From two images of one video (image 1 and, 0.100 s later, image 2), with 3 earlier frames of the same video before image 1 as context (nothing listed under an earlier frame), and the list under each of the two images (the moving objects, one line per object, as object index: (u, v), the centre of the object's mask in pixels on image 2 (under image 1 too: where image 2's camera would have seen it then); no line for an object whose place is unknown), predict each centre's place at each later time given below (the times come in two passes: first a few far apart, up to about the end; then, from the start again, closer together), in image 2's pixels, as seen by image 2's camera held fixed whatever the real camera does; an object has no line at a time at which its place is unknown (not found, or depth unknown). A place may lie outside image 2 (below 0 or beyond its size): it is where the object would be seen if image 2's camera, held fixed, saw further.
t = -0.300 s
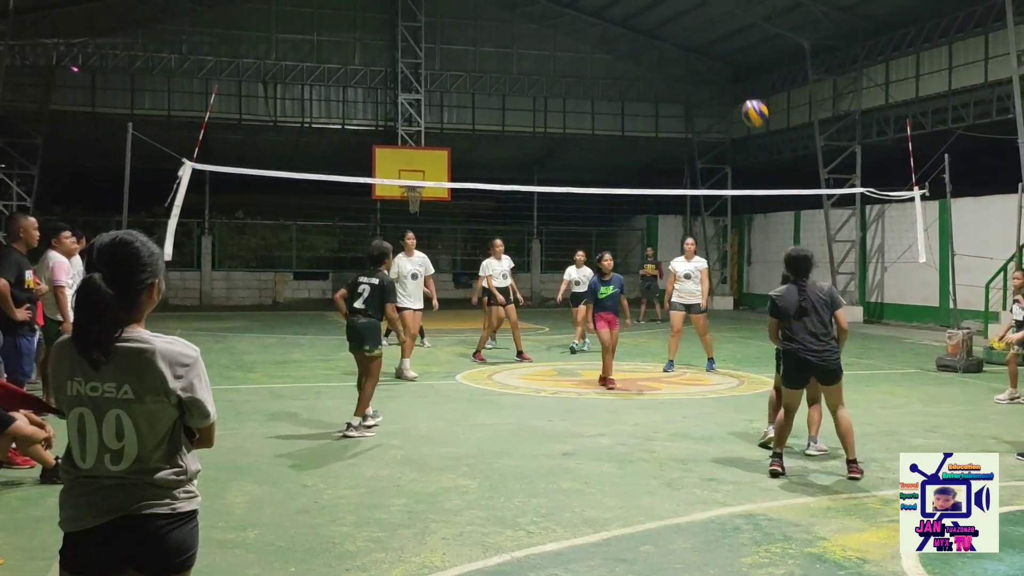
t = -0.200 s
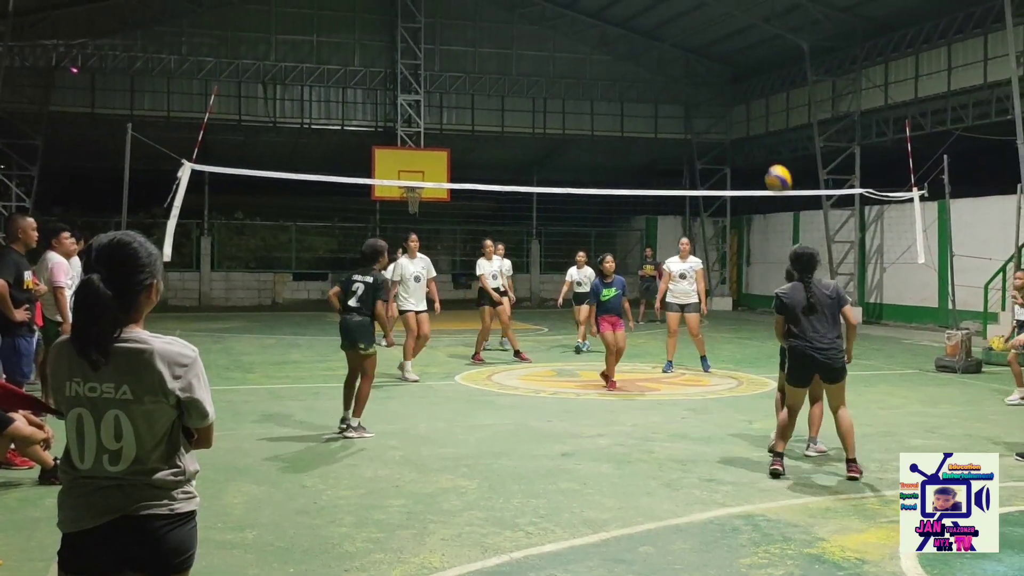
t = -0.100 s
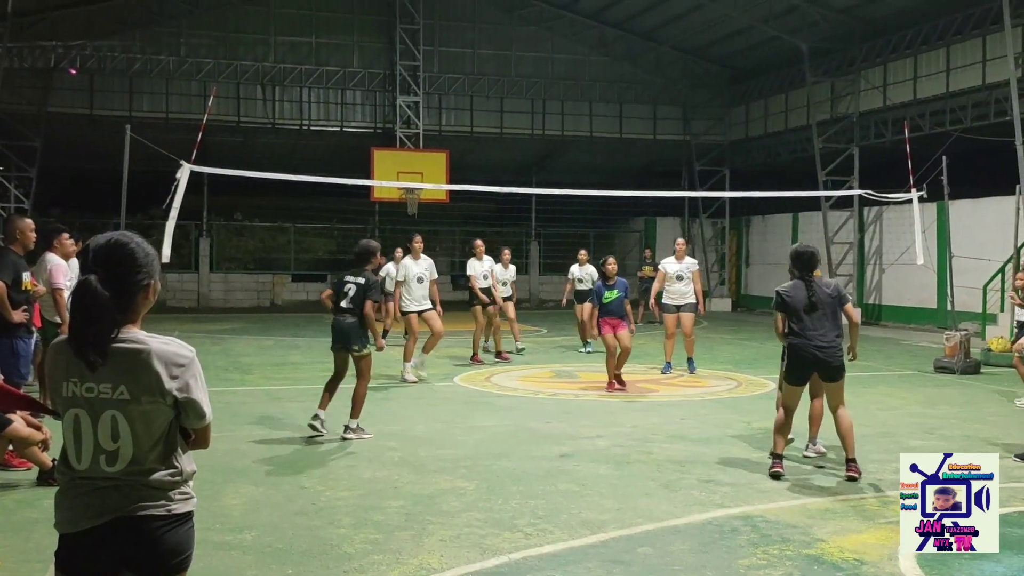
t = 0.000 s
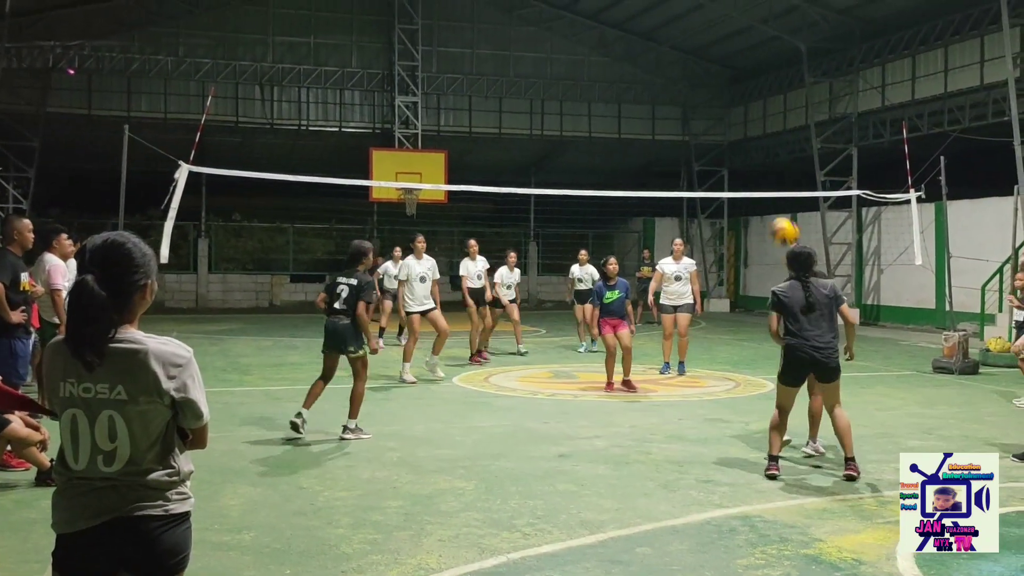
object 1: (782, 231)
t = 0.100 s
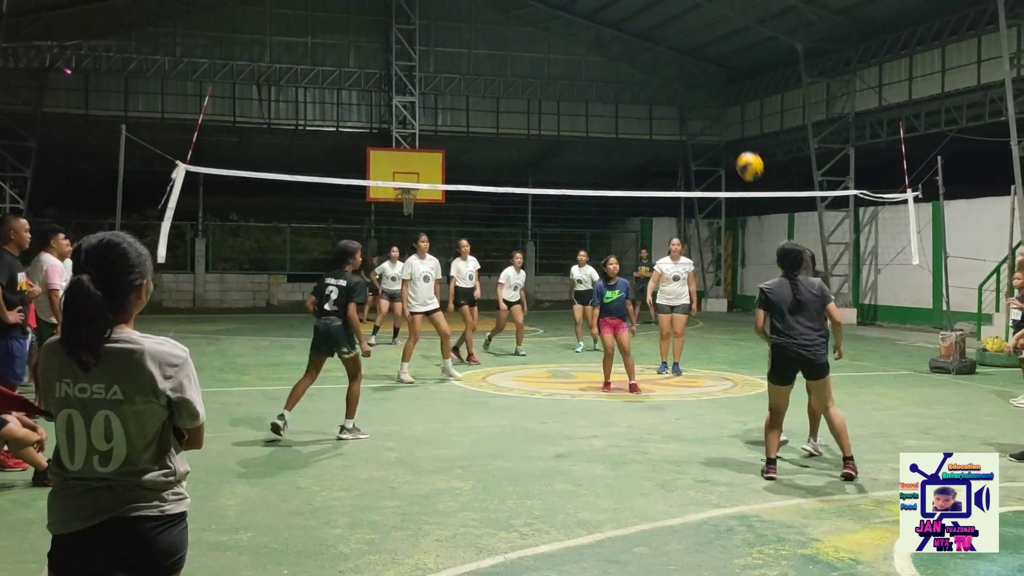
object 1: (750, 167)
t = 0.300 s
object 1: (690, 78)
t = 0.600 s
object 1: (614, 39)
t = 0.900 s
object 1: (548, 95)
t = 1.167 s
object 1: (497, 209)
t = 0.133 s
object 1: (739, 148)
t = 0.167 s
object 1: (729, 130)
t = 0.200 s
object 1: (719, 115)
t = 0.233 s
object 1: (709, 101)
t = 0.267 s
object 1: (700, 88)
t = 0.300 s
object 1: (690, 78)
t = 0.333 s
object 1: (681, 68)
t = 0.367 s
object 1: (673, 60)
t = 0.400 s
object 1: (659, 50)
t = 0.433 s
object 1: (655, 47)
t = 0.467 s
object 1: (647, 43)
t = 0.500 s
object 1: (639, 40)
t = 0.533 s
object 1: (630, 38)
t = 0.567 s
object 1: (622, 38)
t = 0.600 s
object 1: (614, 39)
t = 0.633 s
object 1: (606, 41)
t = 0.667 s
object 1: (598, 45)
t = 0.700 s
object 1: (590, 48)
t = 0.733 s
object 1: (583, 53)
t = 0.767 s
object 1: (575, 60)
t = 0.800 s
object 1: (569, 67)
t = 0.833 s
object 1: (561, 76)
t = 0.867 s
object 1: (554, 85)
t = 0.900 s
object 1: (548, 95)
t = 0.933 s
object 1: (541, 106)
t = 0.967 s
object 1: (534, 118)
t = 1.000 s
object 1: (527, 132)
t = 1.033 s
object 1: (521, 146)
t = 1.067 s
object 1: (515, 160)
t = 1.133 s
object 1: (502, 193)
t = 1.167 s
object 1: (497, 209)
